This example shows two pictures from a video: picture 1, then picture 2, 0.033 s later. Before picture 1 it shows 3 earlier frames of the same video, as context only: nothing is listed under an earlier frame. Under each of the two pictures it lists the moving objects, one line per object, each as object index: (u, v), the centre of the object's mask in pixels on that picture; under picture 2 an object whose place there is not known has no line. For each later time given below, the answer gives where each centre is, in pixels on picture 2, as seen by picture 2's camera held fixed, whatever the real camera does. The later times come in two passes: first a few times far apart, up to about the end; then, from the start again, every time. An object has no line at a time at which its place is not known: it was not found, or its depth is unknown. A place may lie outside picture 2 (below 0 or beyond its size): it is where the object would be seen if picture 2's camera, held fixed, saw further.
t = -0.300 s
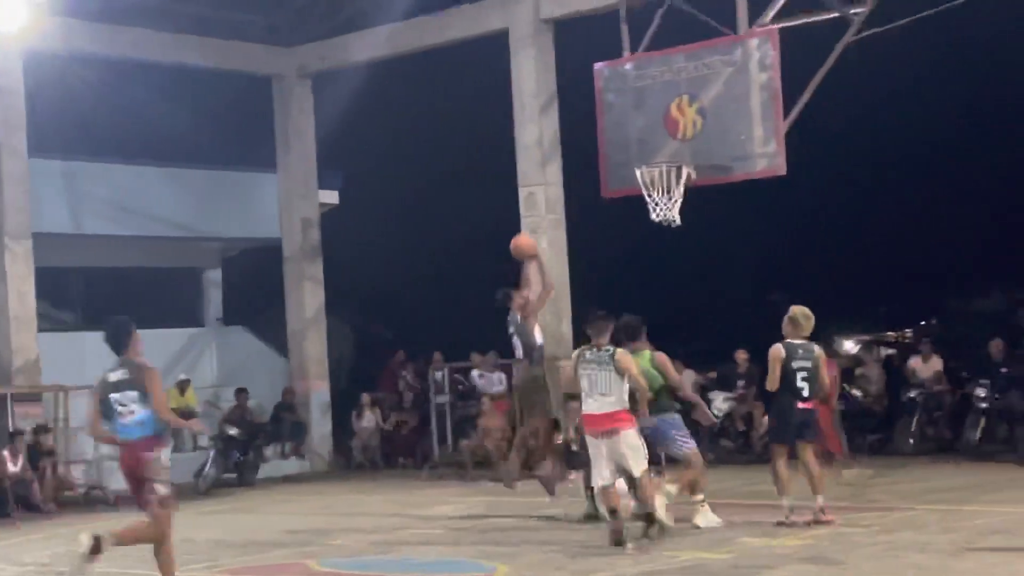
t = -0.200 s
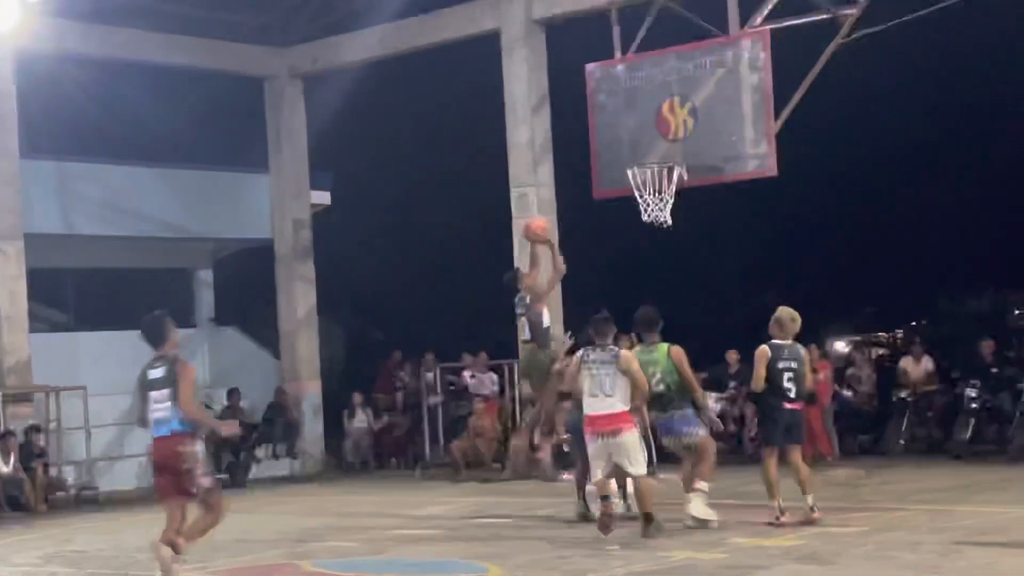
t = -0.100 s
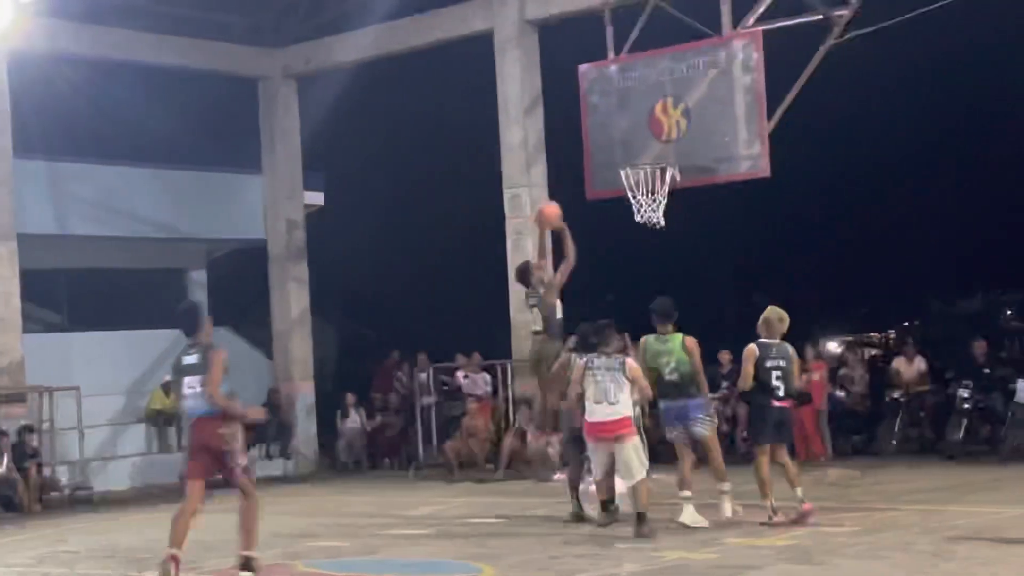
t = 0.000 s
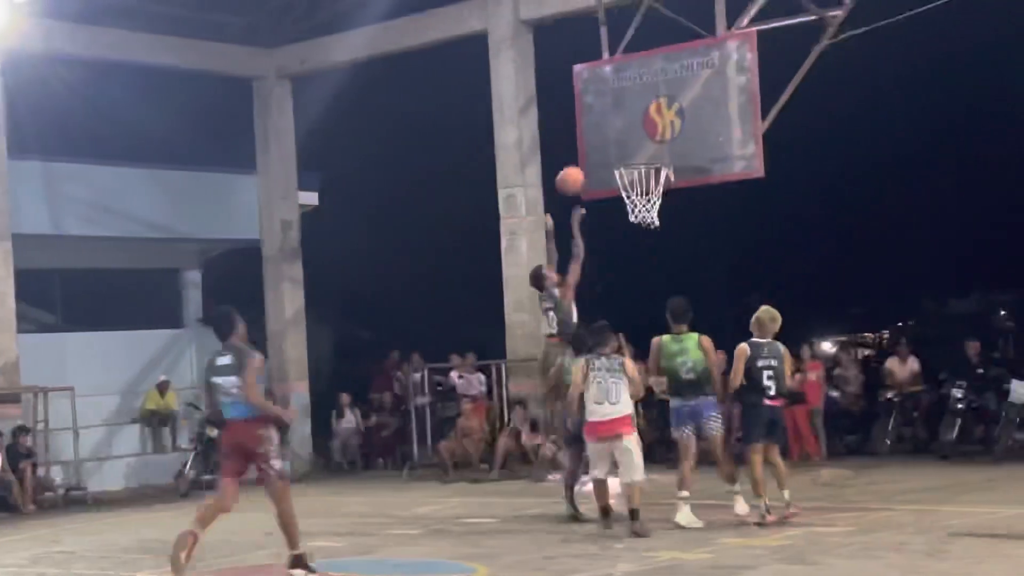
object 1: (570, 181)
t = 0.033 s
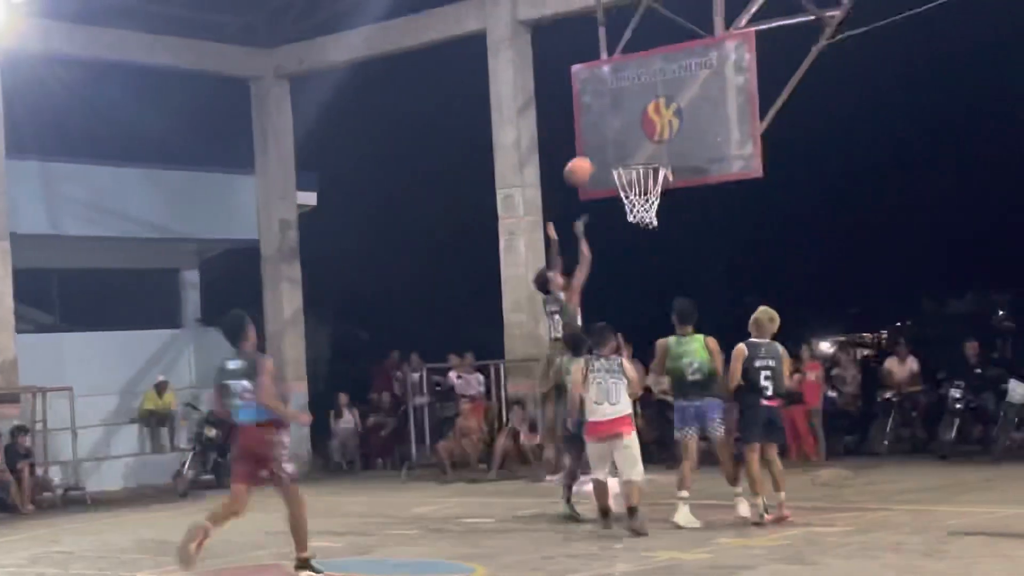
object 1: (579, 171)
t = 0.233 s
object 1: (642, 138)
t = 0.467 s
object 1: (650, 162)
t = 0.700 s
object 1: (620, 205)
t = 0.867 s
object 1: (624, 218)
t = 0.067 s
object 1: (589, 163)
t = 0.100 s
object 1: (600, 154)
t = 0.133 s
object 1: (610, 148)
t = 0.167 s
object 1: (621, 143)
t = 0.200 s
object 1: (632, 141)
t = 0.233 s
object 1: (642, 138)
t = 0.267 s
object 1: (643, 139)
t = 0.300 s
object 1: (643, 140)
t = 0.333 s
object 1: (644, 142)
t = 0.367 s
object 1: (646, 146)
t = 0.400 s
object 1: (646, 150)
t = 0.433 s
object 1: (648, 154)
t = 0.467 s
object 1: (650, 162)
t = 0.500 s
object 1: (644, 171)
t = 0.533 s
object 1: (640, 177)
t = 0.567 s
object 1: (635, 185)
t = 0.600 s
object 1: (631, 189)
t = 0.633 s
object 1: (627, 192)
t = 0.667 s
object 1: (624, 197)
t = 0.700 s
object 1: (620, 205)
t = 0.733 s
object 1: (619, 207)
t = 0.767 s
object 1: (620, 208)
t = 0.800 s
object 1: (621, 210)
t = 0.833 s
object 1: (622, 213)
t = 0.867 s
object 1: (624, 218)
